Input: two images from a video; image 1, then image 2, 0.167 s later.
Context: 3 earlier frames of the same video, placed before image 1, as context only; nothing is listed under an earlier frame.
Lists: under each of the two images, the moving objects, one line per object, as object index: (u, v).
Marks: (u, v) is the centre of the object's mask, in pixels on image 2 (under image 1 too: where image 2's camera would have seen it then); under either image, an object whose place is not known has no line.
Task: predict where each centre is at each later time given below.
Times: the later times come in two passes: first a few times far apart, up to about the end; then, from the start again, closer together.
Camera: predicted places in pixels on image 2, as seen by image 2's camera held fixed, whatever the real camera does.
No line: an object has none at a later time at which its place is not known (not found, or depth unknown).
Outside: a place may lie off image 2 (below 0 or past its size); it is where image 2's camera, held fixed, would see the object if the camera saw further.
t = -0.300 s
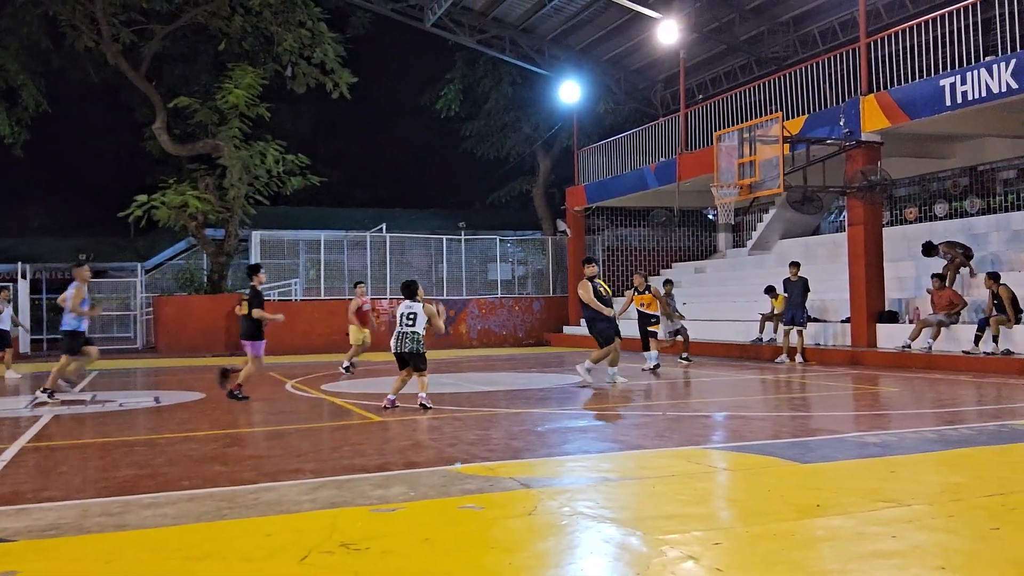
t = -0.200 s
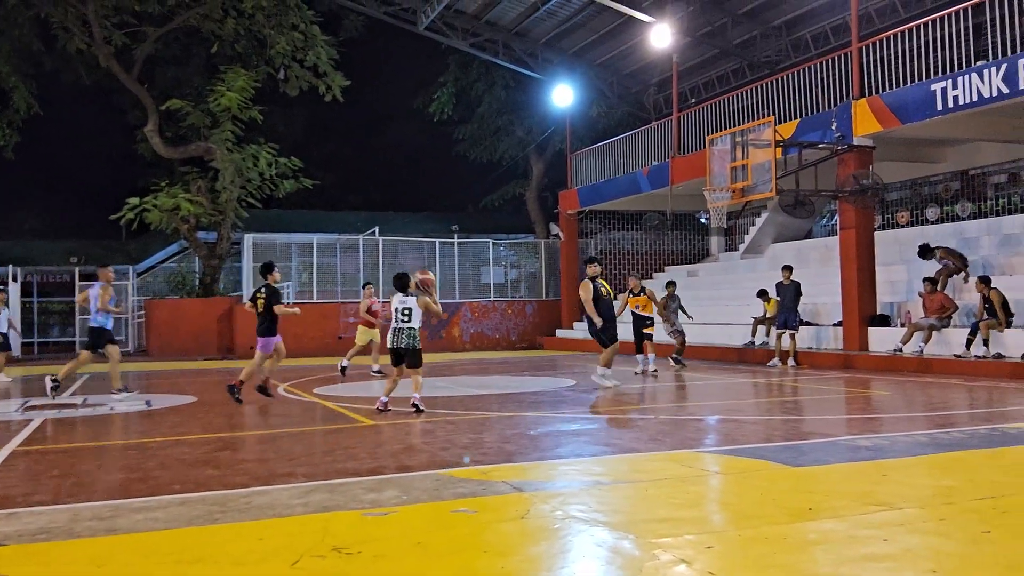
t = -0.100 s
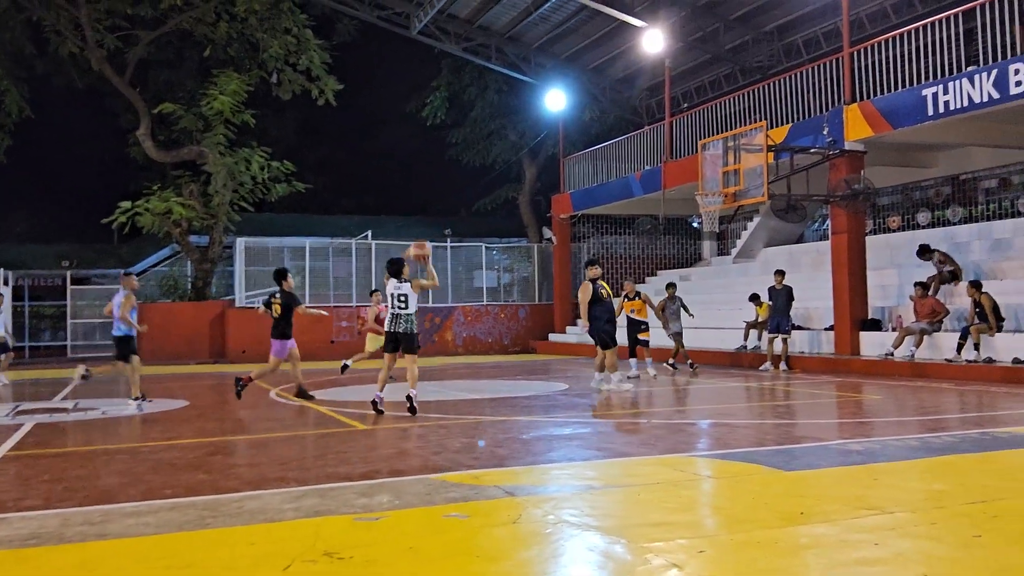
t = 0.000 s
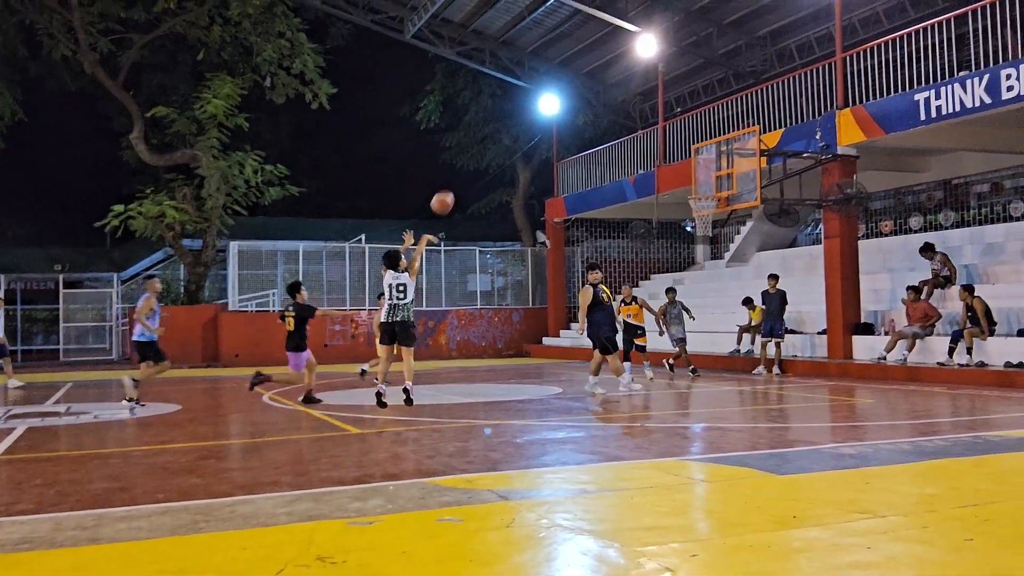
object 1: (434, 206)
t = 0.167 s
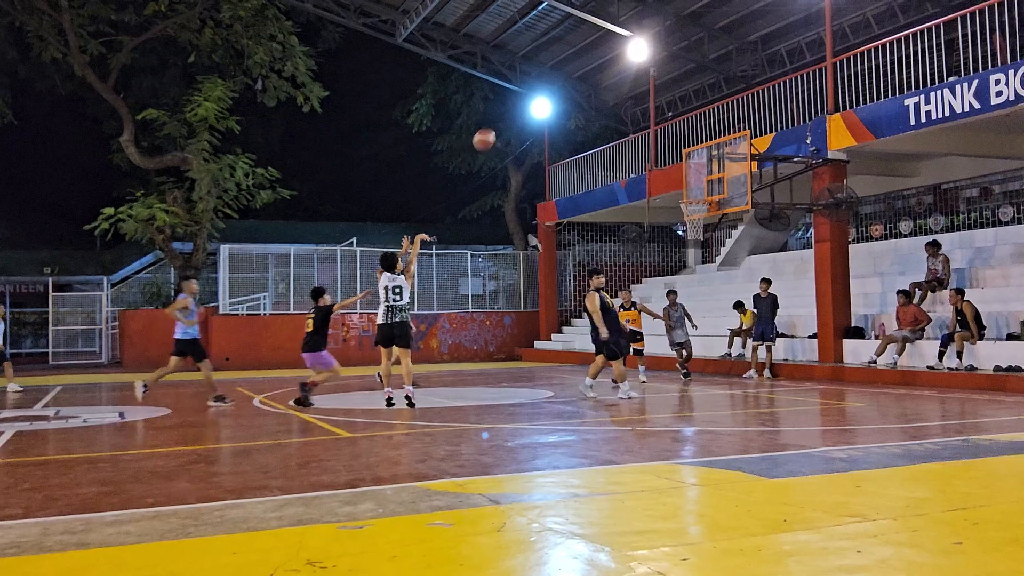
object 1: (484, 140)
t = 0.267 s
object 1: (511, 114)
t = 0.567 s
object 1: (582, 87)
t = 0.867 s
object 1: (640, 122)
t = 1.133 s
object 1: (684, 192)
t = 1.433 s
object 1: (686, 173)
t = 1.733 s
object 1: (688, 201)
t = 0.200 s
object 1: (493, 130)
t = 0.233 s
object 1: (502, 121)
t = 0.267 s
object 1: (511, 114)
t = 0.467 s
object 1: (561, 87)
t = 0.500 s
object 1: (568, 86)
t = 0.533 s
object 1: (575, 87)
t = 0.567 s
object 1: (582, 87)
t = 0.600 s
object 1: (589, 88)
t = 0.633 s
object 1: (596, 90)
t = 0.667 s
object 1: (603, 92)
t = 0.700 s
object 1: (609, 96)
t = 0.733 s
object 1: (616, 100)
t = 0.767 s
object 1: (622, 105)
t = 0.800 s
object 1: (628, 110)
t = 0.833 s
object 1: (634, 116)
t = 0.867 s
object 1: (640, 122)
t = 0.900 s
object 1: (646, 129)
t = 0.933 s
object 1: (652, 136)
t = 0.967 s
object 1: (658, 144)
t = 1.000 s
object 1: (663, 153)
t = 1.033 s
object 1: (669, 161)
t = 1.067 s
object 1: (674, 171)
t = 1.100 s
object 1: (679, 181)
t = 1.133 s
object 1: (684, 192)
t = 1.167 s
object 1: (686, 191)
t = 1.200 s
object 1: (685, 186)
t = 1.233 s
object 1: (685, 183)
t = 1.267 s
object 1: (686, 179)
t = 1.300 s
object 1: (686, 177)
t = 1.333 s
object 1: (686, 175)
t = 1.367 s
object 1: (686, 173)
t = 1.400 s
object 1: (687, 172)
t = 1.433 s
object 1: (686, 173)
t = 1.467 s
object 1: (686, 173)
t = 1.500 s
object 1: (687, 174)
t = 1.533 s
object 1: (687, 176)
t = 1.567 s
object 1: (688, 179)
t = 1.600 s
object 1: (687, 182)
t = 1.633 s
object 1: (688, 186)
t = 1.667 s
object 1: (688, 191)
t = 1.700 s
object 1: (688, 197)
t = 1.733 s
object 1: (688, 201)
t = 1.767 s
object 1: (689, 208)
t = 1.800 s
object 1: (690, 217)
